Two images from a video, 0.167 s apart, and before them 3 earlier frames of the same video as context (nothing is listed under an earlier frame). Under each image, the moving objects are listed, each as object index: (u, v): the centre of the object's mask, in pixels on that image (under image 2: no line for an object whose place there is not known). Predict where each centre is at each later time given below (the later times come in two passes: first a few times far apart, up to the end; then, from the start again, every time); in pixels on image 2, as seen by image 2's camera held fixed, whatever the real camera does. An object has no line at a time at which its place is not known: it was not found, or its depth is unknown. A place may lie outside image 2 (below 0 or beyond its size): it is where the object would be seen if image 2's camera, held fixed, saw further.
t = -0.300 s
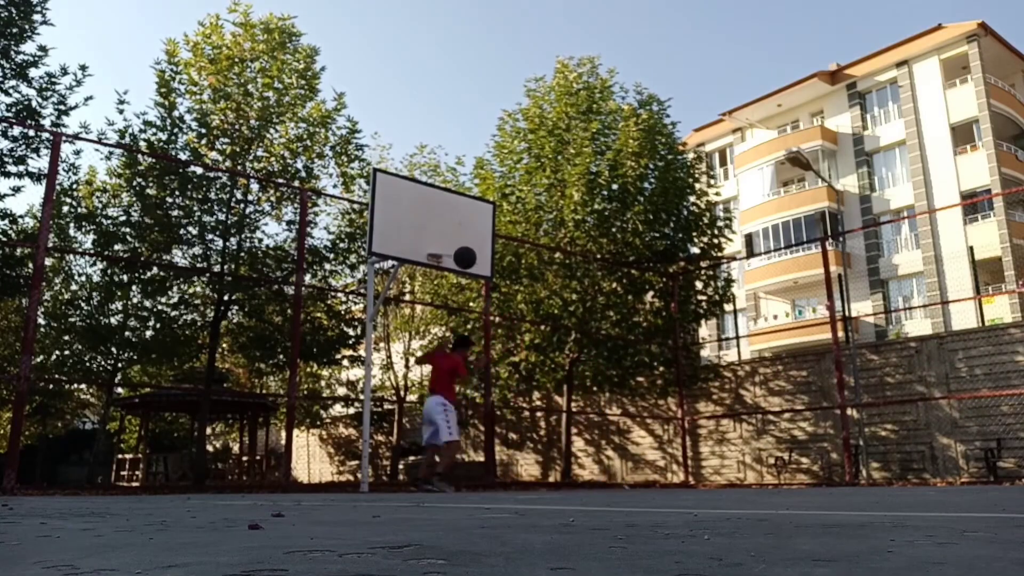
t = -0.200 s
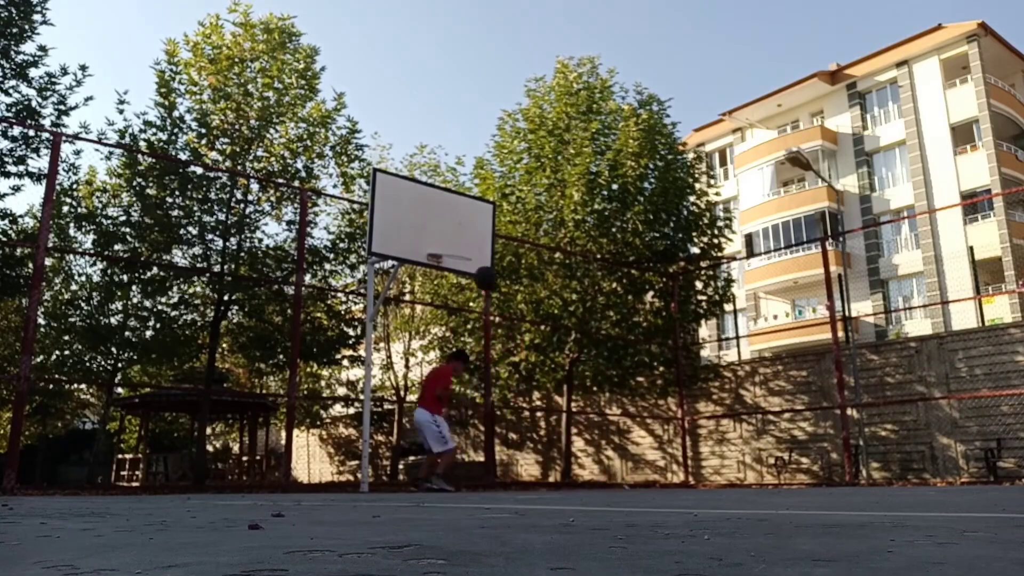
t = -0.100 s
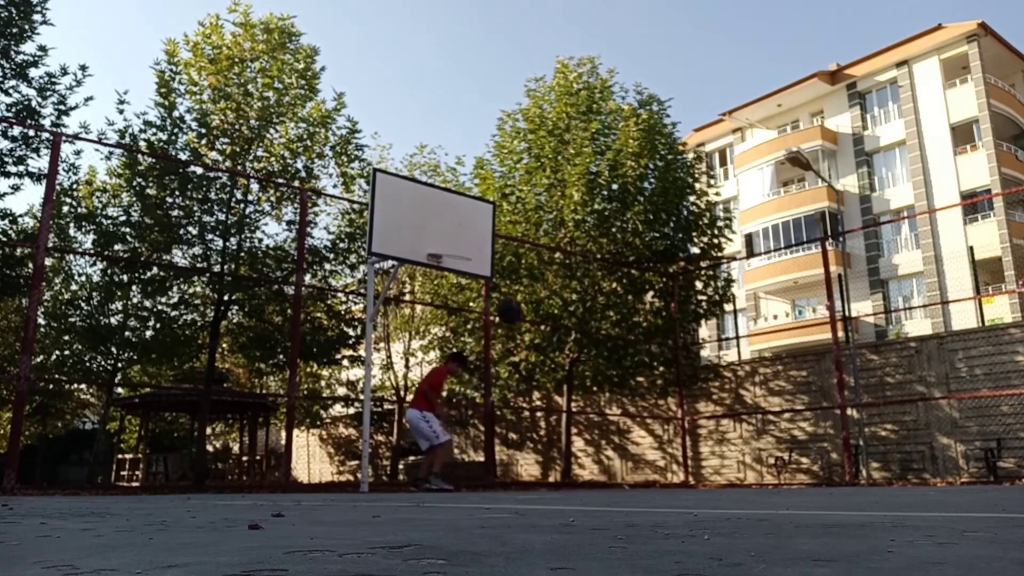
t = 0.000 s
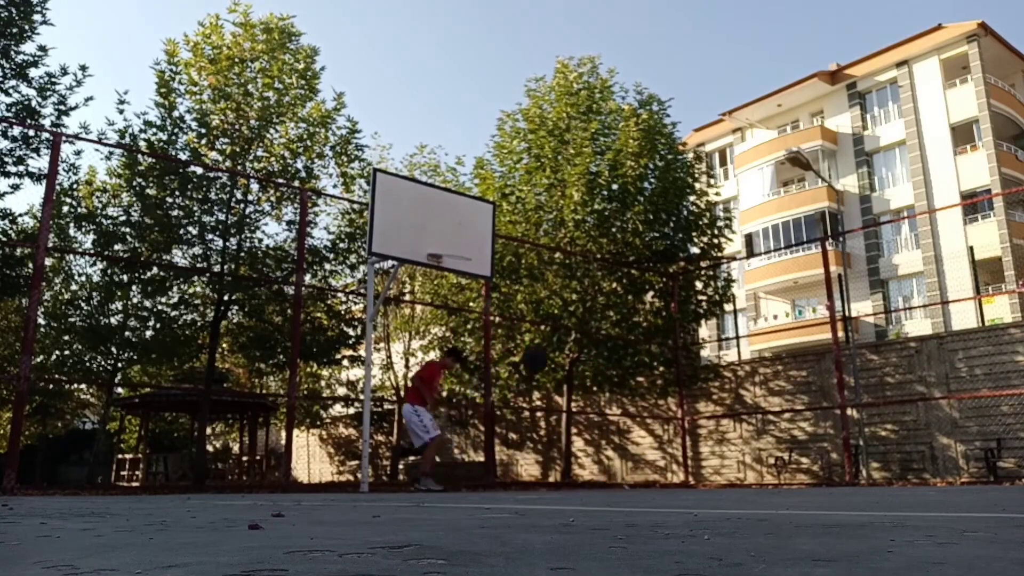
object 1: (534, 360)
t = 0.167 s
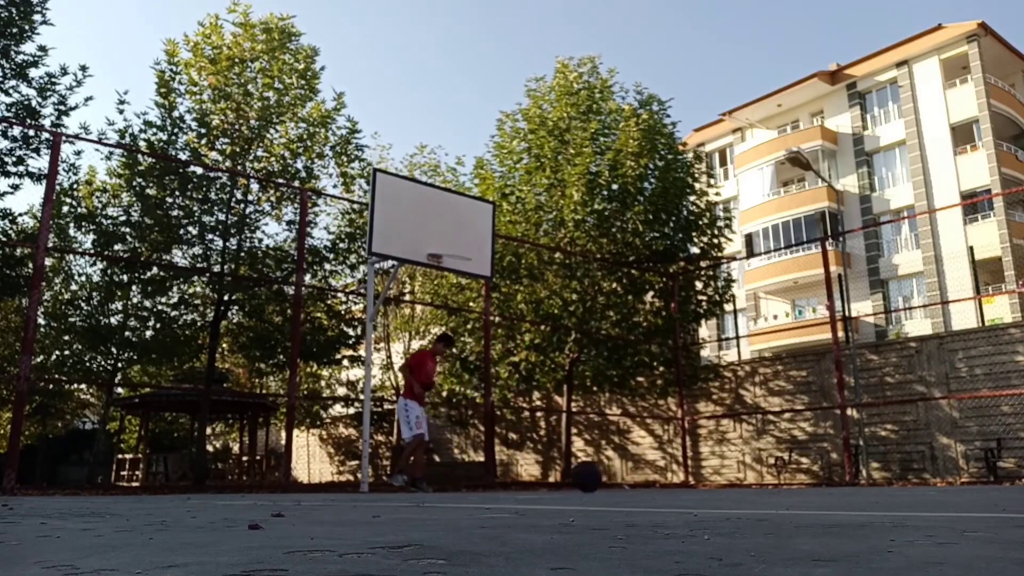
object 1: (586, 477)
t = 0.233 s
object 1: (592, 427)
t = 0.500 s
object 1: (612, 281)
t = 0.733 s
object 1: (637, 220)
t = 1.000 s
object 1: (671, 239)
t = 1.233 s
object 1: (712, 346)
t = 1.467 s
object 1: (755, 402)
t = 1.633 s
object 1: (773, 294)
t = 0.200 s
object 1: (589, 451)
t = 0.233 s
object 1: (592, 427)
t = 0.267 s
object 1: (594, 404)
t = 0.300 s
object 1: (595, 383)
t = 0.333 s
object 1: (598, 364)
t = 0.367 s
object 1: (601, 342)
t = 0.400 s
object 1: (603, 326)
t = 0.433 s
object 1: (608, 309)
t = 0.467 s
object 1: (610, 294)
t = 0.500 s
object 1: (612, 281)
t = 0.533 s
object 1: (616, 269)
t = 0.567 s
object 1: (621, 257)
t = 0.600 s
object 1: (624, 249)
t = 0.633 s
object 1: (627, 239)
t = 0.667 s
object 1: (629, 231)
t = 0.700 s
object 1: (633, 226)
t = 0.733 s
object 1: (637, 220)
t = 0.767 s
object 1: (641, 217)
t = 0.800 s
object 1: (644, 217)
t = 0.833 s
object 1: (649, 216)
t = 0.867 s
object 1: (652, 216)
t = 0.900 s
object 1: (657, 219)
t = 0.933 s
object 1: (661, 223)
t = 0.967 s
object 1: (666, 230)
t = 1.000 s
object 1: (671, 239)
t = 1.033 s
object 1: (676, 248)
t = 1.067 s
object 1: (682, 257)
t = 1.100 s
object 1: (687, 271)
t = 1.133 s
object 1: (693, 286)
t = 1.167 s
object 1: (699, 303)
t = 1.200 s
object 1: (706, 324)
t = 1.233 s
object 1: (712, 346)
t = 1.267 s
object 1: (720, 370)
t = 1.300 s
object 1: (727, 398)
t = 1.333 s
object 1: (735, 429)
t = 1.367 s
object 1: (744, 463)
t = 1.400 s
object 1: (749, 457)
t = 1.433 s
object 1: (752, 428)
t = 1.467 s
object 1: (755, 402)
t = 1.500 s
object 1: (758, 377)
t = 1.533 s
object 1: (762, 354)
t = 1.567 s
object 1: (765, 332)
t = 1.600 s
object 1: (769, 312)
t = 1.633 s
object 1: (773, 294)
